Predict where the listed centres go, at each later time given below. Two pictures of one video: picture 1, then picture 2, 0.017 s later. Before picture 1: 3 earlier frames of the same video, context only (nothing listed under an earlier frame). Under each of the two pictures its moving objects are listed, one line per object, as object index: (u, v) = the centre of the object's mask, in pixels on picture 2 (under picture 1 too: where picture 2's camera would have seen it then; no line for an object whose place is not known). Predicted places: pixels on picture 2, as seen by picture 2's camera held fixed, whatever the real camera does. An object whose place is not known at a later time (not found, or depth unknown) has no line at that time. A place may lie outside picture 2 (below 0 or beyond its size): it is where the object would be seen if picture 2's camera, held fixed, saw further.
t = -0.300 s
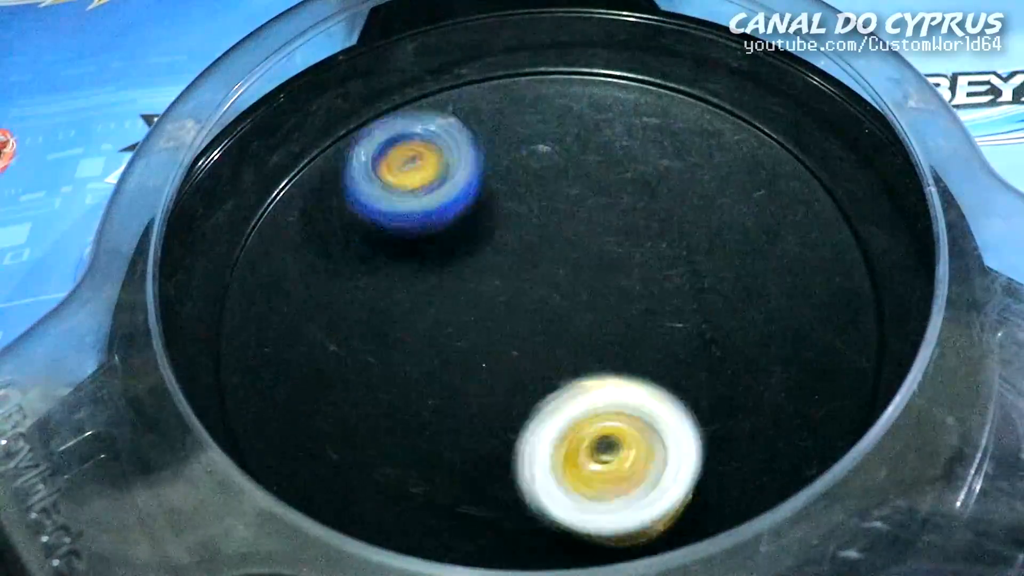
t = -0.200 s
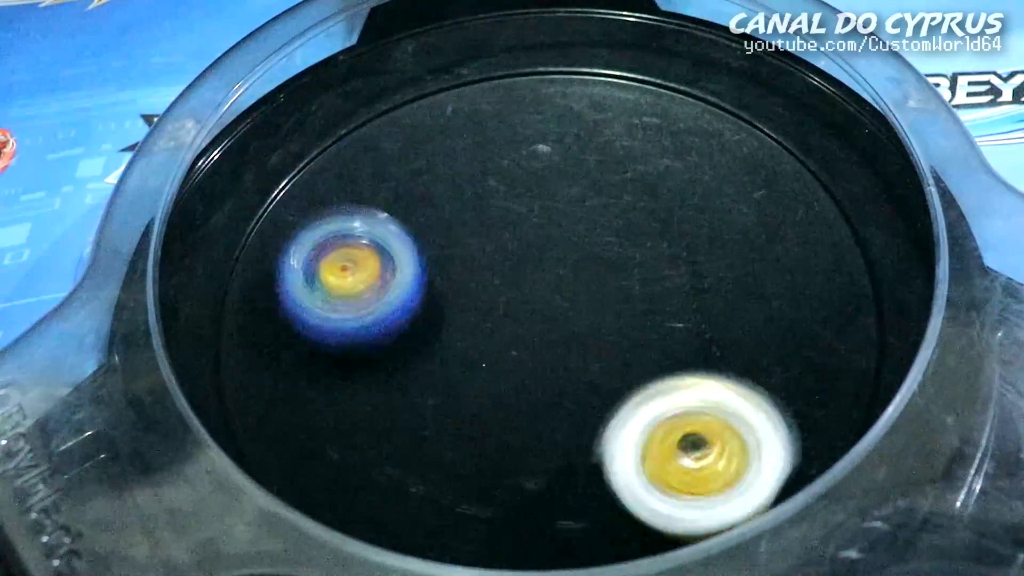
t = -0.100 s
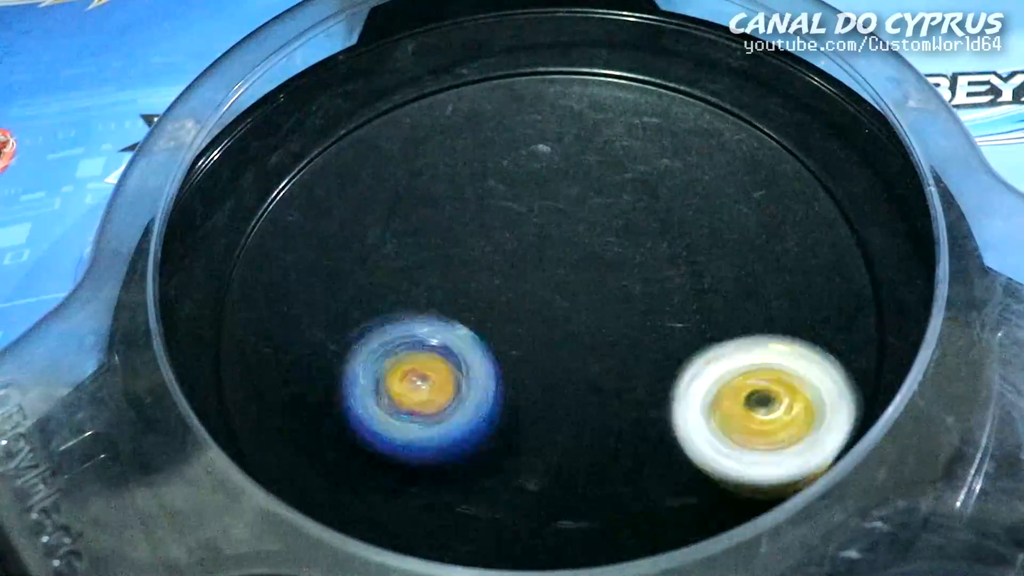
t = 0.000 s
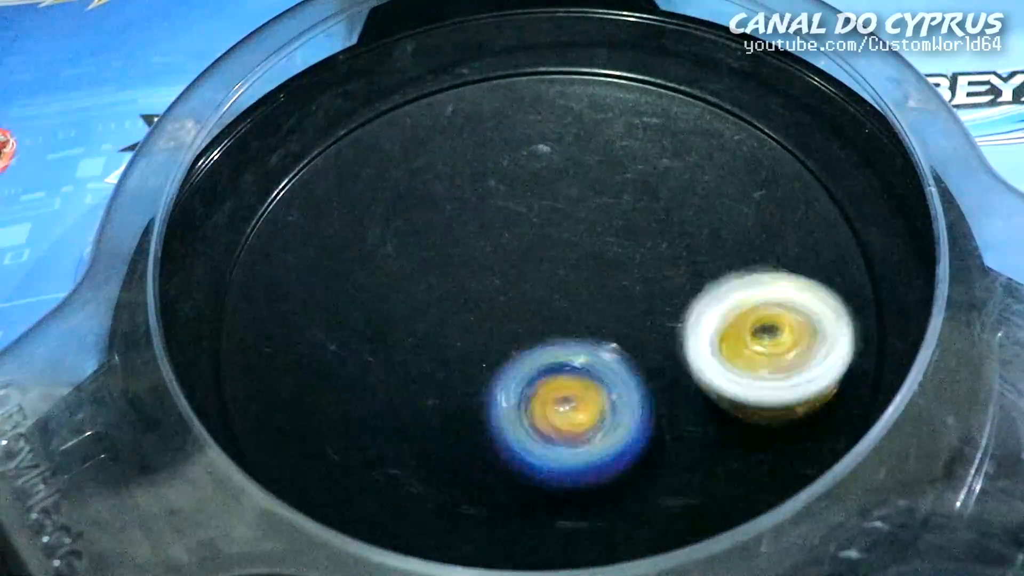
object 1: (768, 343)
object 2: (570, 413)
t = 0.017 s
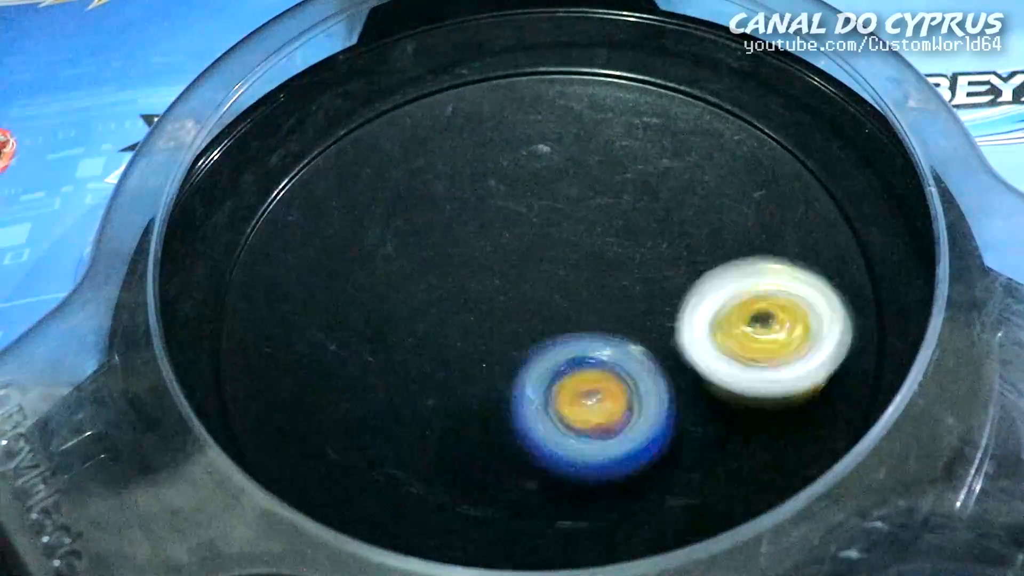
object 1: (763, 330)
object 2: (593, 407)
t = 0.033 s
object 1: (759, 320)
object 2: (613, 399)
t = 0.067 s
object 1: (773, 285)
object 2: (623, 383)
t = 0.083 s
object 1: (778, 266)
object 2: (629, 376)
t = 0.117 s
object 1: (784, 233)
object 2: (643, 353)
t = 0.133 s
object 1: (781, 219)
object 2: (649, 339)
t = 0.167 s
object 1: (770, 196)
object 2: (654, 312)
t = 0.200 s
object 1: (755, 175)
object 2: (648, 284)
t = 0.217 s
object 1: (746, 166)
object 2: (640, 270)
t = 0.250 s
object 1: (724, 150)
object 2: (615, 249)
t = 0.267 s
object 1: (713, 143)
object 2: (601, 241)
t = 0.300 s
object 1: (689, 132)
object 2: (568, 230)
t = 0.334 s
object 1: (662, 124)
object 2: (532, 227)
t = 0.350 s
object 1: (648, 120)
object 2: (512, 230)
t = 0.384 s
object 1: (620, 117)
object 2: (479, 240)
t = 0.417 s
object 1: (590, 117)
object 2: (447, 257)
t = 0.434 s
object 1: (576, 118)
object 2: (435, 268)
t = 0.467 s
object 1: (547, 124)
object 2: (416, 295)
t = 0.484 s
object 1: (532, 127)
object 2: (411, 309)
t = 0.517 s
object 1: (505, 137)
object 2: (410, 341)
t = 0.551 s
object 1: (478, 150)
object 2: (421, 372)
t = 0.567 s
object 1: (465, 157)
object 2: (432, 386)
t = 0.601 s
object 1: (443, 175)
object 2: (463, 409)
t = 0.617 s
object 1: (433, 184)
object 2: (480, 419)
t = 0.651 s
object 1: (412, 204)
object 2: (522, 428)
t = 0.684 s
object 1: (397, 226)
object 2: (566, 424)
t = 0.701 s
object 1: (391, 238)
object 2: (585, 417)
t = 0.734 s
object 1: (378, 262)
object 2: (623, 399)
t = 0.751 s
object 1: (375, 274)
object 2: (638, 387)
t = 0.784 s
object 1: (372, 300)
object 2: (662, 359)
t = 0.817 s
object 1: (372, 325)
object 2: (675, 327)
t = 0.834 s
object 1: (375, 337)
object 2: (678, 310)
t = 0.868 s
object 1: (383, 362)
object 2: (675, 280)
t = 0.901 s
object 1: (396, 385)
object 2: (661, 251)
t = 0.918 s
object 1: (403, 396)
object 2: (651, 238)
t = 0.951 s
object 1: (423, 417)
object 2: (628, 217)
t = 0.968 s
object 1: (435, 425)
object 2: (613, 207)
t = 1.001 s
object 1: (459, 440)
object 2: (581, 194)
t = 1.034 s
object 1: (488, 452)
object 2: (548, 187)
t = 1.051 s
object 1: (505, 454)
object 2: (530, 186)
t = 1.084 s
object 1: (537, 458)
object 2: (497, 188)
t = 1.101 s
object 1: (553, 459)
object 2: (480, 193)
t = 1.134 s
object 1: (585, 453)
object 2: (449, 204)
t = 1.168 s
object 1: (619, 443)
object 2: (422, 222)
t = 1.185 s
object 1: (633, 437)
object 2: (411, 233)
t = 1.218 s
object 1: (657, 422)
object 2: (392, 258)
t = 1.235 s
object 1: (668, 412)
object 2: (386, 273)
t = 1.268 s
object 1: (689, 390)
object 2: (382, 303)
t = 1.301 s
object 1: (705, 368)
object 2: (389, 333)
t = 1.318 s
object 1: (709, 356)
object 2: (396, 348)
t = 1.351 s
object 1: (713, 332)
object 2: (419, 375)
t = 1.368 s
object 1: (715, 319)
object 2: (433, 387)
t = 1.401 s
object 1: (715, 292)
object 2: (471, 404)
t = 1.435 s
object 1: (707, 270)
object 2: (511, 412)
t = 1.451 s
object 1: (700, 259)
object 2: (533, 412)
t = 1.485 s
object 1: (685, 239)
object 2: (575, 405)
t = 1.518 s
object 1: (669, 220)
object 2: (613, 390)
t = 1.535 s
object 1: (659, 213)
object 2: (630, 379)
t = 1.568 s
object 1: (637, 200)
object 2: (657, 355)
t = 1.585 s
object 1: (626, 193)
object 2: (667, 342)
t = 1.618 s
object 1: (603, 182)
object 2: (683, 311)
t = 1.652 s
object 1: (580, 175)
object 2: (688, 282)
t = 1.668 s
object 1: (566, 172)
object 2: (687, 266)
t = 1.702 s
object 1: (539, 169)
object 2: (677, 238)
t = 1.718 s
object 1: (526, 168)
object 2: (669, 226)
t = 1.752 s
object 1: (502, 168)
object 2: (648, 202)
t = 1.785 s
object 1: (475, 172)
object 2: (627, 185)
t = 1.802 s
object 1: (456, 175)
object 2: (619, 179)
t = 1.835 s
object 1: (421, 180)
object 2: (595, 170)
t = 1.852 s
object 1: (408, 184)
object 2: (582, 165)
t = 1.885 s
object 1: (384, 192)
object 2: (549, 164)
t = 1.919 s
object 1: (361, 204)
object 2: (520, 170)
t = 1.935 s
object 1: (349, 210)
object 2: (505, 176)
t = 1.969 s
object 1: (329, 224)
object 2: (480, 195)
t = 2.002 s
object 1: (312, 239)
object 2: (461, 217)
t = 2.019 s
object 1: (305, 249)
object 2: (453, 230)
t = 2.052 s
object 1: (294, 268)
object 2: (446, 261)
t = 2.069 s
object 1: (291, 279)
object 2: (445, 276)
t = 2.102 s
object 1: (288, 301)
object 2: (453, 306)
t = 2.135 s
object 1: (292, 322)
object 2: (470, 333)
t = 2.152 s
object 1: (297, 333)
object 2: (482, 346)
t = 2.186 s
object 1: (309, 355)
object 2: (511, 366)
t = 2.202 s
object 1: (318, 366)
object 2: (528, 373)
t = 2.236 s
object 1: (343, 382)
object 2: (566, 381)
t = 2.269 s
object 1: (373, 397)
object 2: (604, 383)
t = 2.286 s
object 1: (388, 403)
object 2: (624, 380)
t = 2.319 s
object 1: (421, 413)
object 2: (660, 369)
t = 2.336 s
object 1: (438, 414)
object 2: (677, 361)
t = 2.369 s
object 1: (473, 415)
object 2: (703, 341)
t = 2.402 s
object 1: (508, 411)
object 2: (723, 315)
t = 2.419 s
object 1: (526, 407)
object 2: (729, 301)
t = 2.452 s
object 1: (559, 400)
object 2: (732, 274)
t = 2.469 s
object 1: (574, 395)
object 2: (729, 261)
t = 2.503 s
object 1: (603, 383)
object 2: (717, 234)
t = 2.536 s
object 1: (628, 367)
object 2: (696, 213)
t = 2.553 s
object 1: (641, 359)
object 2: (683, 205)
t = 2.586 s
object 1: (664, 340)
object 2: (651, 192)
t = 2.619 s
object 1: (684, 320)
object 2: (617, 187)
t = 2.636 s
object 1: (692, 309)
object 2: (599, 186)
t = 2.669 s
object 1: (708, 289)
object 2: (564, 192)
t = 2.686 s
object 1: (714, 279)
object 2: (546, 197)
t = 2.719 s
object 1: (721, 258)
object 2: (515, 212)
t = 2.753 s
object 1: (724, 237)
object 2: (486, 233)
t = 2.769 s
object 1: (725, 226)
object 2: (476, 245)
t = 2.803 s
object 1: (723, 207)
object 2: (457, 272)
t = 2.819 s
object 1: (720, 197)
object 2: (451, 286)
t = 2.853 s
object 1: (713, 179)
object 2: (445, 316)
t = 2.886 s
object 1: (702, 163)
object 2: (447, 347)
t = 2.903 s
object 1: (695, 156)
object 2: (451, 362)
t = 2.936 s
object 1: (680, 144)
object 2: (465, 390)
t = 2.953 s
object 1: (670, 140)
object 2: (475, 402)
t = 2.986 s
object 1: (649, 134)
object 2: (502, 423)
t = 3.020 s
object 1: (624, 132)
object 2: (535, 437)
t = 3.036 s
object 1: (611, 133)
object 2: (554, 442)
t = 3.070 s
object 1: (586, 137)
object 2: (592, 442)
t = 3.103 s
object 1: (560, 145)
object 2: (631, 433)
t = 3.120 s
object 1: (549, 150)
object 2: (648, 427)
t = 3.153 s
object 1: (527, 163)
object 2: (680, 407)
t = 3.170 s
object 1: (516, 171)
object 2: (691, 395)
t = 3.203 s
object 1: (498, 189)
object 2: (709, 368)
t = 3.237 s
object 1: (482, 208)
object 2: (716, 339)
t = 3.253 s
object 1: (475, 218)
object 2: (716, 323)
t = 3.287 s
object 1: (463, 239)
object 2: (708, 295)
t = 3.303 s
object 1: (458, 249)
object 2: (699, 281)
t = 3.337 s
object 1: (450, 271)
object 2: (678, 259)
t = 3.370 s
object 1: (446, 293)
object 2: (650, 240)
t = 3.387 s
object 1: (445, 305)
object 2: (636, 234)
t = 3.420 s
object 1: (445, 327)
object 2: (605, 223)
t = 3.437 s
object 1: (446, 338)
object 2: (587, 220)
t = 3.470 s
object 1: (449, 361)
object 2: (554, 216)
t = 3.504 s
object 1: (457, 381)
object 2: (519, 217)
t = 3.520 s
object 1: (462, 390)
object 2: (503, 221)
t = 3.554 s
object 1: (475, 409)
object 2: (472, 231)
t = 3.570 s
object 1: (483, 418)
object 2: (458, 238)
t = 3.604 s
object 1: (501, 432)
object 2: (430, 254)
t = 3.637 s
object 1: (522, 443)
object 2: (408, 274)
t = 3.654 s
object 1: (534, 448)
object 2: (399, 286)
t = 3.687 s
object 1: (559, 453)
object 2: (388, 310)
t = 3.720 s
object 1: (584, 454)
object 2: (383, 338)
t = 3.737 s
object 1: (597, 453)
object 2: (385, 351)
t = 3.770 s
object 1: (622, 445)
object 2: (394, 378)
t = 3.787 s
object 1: (634, 439)
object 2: (402, 390)
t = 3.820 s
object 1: (653, 425)
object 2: (425, 413)
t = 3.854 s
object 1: (668, 406)
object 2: (456, 427)
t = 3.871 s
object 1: (672, 395)
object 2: (474, 433)
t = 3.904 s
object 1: (678, 373)
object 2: (511, 435)
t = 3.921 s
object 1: (680, 362)
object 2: (531, 433)
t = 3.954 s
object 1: (696, 332)
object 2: (553, 427)
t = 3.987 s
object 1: (717, 299)
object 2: (573, 414)
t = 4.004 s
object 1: (724, 284)
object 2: (584, 405)
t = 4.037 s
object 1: (729, 259)
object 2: (599, 382)
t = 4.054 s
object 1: (728, 247)
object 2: (604, 367)
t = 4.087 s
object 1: (724, 225)
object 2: (607, 342)
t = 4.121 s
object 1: (717, 206)
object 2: (602, 317)
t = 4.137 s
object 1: (712, 198)
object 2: (598, 304)
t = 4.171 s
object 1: (702, 180)
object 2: (582, 282)
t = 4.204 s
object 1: (690, 165)
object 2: (561, 263)
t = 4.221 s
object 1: (683, 157)
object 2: (550, 255)
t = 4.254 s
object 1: (668, 144)
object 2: (525, 243)
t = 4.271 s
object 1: (660, 139)
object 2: (511, 238)
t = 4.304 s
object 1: (642, 128)
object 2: (484, 234)
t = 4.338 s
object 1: (623, 120)
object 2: (457, 234)
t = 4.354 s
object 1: (613, 118)
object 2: (443, 236)
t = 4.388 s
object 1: (591, 115)
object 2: (417, 244)
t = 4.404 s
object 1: (580, 116)
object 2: (406, 250)
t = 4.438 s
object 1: (556, 119)
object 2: (388, 266)
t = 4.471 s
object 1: (533, 125)
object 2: (377, 287)
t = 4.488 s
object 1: (522, 130)
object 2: (374, 298)
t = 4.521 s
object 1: (501, 142)
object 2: (381, 320)
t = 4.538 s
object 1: (492, 148)
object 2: (386, 331)
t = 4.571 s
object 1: (474, 164)
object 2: (406, 349)
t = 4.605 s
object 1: (459, 182)
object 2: (434, 363)
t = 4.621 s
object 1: (453, 192)
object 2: (449, 367)
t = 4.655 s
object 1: (443, 212)
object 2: (482, 369)
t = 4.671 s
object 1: (439, 223)
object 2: (499, 368)
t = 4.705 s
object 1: (433, 244)
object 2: (530, 359)
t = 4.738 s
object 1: (430, 265)
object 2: (559, 345)
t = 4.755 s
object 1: (430, 276)
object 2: (572, 336)
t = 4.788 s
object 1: (422, 292)
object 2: (600, 318)
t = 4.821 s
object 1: (419, 308)
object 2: (620, 297)
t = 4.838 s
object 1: (419, 317)
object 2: (628, 287)
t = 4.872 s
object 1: (418, 336)
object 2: (639, 264)
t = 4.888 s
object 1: (418, 345)
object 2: (642, 252)
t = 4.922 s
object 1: (423, 363)
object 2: (643, 231)
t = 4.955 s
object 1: (430, 380)
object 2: (638, 209)
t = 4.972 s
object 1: (437, 387)
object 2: (632, 199)
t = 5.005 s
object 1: (451, 402)
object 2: (620, 181)
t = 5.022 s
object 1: (458, 409)
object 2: (610, 174)
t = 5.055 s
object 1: (477, 420)
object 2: (590, 163)
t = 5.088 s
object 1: (499, 426)
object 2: (564, 158)
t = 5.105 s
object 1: (511, 428)
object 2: (552, 158)
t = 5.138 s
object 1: (535, 429)
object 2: (524, 163)
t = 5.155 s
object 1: (548, 427)
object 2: (513, 168)
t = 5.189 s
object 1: (572, 420)
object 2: (491, 184)
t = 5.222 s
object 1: (594, 410)
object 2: (474, 204)
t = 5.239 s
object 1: (602, 403)
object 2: (468, 215)
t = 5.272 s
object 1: (620, 386)
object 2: (463, 241)
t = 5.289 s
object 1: (628, 377)
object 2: (462, 253)
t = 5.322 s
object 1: (639, 358)
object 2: (467, 279)
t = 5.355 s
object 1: (644, 338)
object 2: (478, 302)
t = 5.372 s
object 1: (645, 328)
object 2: (485, 314)
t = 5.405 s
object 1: (665, 310)
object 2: (489, 327)
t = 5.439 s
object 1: (705, 293)
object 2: (473, 339)
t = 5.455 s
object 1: (721, 284)
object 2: (468, 346)
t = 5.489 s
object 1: (742, 268)
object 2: (460, 362)
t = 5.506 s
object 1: (748, 259)
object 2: (459, 371)
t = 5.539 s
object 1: (758, 243)
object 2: (462, 389)
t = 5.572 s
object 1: (763, 227)
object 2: (475, 403)
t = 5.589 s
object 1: (765, 221)
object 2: (483, 407)
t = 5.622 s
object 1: (767, 206)
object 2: (504, 409)
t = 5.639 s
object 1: (768, 198)
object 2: (515, 408)
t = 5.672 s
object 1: (765, 184)
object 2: (535, 400)
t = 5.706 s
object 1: (758, 171)
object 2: (551, 386)
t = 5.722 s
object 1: (752, 166)
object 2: (556, 378)
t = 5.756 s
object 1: (737, 158)
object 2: (563, 358)
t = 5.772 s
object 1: (727, 156)
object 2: (565, 348)
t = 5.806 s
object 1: (705, 155)
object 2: (562, 327)
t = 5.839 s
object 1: (680, 159)
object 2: (554, 308)
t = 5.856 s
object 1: (669, 162)
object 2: (547, 298)
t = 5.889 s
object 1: (647, 170)
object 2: (532, 283)
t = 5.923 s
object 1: (625, 180)
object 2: (514, 272)
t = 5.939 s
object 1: (620, 183)
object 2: (499, 270)
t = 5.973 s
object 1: (611, 186)
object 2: (469, 270)
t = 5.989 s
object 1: (607, 190)
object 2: (455, 271)
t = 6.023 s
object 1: (597, 199)
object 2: (430, 276)
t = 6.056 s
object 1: (589, 211)
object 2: (408, 286)
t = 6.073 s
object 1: (584, 218)
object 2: (399, 292)
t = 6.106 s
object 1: (576, 233)
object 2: (386, 307)
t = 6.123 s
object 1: (572, 242)
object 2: (382, 317)
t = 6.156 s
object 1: (567, 260)
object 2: (382, 336)
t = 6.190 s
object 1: (565, 277)
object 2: (393, 353)
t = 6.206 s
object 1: (565, 284)
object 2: (401, 361)
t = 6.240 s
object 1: (567, 300)
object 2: (418, 372)
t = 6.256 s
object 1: (575, 306)
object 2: (421, 379)
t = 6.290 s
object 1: (586, 320)
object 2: (421, 389)
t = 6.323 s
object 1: (600, 330)
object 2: (428, 396)
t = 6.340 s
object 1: (606, 335)
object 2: (432, 399)
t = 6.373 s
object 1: (617, 345)
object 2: (447, 403)
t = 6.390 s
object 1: (623, 350)
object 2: (457, 402)
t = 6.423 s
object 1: (644, 360)
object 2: (472, 397)
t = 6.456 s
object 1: (683, 357)
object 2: (470, 383)
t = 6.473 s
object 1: (699, 359)
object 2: (468, 375)
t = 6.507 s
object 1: (739, 356)
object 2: (464, 358)
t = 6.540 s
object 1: (760, 351)
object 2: (456, 342)
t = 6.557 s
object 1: (771, 348)
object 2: (451, 334)
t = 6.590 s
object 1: (789, 338)
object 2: (439, 319)
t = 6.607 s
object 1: (794, 334)
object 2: (434, 313)
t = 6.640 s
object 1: (807, 325)
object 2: (421, 300)
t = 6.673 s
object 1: (816, 312)
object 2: (408, 290)
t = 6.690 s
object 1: (820, 306)
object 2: (401, 286)
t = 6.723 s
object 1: (822, 294)
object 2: (388, 281)
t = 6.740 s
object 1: (820, 287)
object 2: (382, 279)
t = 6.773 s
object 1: (812, 277)
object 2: (378, 279)
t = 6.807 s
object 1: (798, 268)
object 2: (378, 281)
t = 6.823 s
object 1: (790, 264)
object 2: (379, 281)
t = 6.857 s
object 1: (767, 260)
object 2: (382, 282)
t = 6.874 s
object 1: (758, 257)
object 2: (387, 283)
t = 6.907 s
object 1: (734, 254)
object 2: (398, 283)
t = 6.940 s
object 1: (711, 253)
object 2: (411, 282)
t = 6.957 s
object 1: (700, 252)
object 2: (420, 280)
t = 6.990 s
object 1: (673, 253)
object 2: (438, 274)
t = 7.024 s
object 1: (654, 253)
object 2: (455, 265)
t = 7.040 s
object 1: (642, 253)
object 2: (462, 260)
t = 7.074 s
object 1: (623, 254)
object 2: (474, 248)
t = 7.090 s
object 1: (624, 253)
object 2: (471, 240)
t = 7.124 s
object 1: (630, 257)
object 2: (463, 228)
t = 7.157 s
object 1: (625, 261)
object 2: (456, 216)
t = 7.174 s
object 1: (625, 262)
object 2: (452, 212)
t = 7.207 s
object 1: (617, 266)
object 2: (444, 205)
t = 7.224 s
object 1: (615, 268)
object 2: (441, 203)
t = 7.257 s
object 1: (604, 274)
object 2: (435, 203)
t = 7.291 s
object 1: (594, 279)
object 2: (432, 206)
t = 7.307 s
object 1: (591, 282)
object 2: (432, 207)
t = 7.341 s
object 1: (581, 290)
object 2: (436, 211)
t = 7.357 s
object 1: (579, 293)
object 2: (438, 214)
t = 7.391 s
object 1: (569, 302)
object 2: (444, 219)
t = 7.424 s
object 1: (562, 310)
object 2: (455, 225)
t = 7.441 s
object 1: (559, 322)
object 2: (458, 225)
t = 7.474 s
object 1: (574, 346)
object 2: (465, 219)
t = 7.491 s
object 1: (581, 362)
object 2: (469, 217)
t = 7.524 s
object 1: (595, 386)
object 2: (478, 212)
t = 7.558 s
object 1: (601, 407)
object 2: (487, 208)
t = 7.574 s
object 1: (606, 412)
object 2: (491, 206)
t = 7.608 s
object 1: (610, 423)
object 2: (501, 203)
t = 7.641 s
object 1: (617, 431)
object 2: (510, 200)
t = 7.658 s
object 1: (620, 436)
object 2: (516, 200)
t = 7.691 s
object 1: (624, 446)
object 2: (525, 198)
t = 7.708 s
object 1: (628, 450)
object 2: (531, 198)
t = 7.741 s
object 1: (631, 459)
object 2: (542, 197)
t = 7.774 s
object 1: (634, 464)
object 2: (548, 197)
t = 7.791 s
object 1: (634, 466)
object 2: (553, 197)
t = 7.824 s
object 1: (637, 466)
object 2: (559, 198)
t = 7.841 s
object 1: (636, 465)
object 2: (563, 199)
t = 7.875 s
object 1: (631, 459)
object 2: (573, 202)
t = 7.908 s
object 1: (627, 452)
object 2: (585, 206)
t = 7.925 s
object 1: (623, 446)
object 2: (592, 209)
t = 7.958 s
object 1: (615, 434)
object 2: (602, 212)
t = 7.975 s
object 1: (610, 428)
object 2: (607, 214)
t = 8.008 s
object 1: (599, 416)
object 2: (619, 218)
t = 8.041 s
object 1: (590, 403)
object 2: (629, 220)
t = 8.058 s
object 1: (584, 396)
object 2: (634, 222)
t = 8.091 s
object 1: (577, 383)
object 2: (640, 226)
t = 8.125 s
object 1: (568, 369)
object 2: (645, 231)
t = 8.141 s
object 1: (566, 363)
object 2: (649, 233)
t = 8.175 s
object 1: (559, 350)
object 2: (650, 239)
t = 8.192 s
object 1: (555, 344)
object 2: (654, 241)
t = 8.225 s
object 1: (540, 339)
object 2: (668, 238)
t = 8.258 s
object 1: (529, 330)
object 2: (684, 229)
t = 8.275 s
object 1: (526, 324)
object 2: (687, 224)
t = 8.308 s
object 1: (522, 312)
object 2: (697, 216)
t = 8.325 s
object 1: (521, 305)
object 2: (697, 212)
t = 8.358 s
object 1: (522, 292)
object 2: (700, 206)
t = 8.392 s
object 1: (522, 282)
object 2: (699, 201)
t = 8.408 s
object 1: (523, 274)
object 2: (695, 199)
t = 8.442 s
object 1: (526, 263)
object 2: (688, 199)
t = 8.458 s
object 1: (527, 257)
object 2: (681, 200)
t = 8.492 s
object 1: (529, 246)
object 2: (671, 205)
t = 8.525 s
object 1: (490, 230)
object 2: (705, 225)
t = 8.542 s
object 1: (469, 211)
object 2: (722, 232)
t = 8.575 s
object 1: (436, 195)
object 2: (745, 248)
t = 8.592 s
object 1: (422, 184)
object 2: (752, 252)
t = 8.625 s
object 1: (399, 172)
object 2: (762, 259)
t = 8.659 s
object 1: (381, 163)
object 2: (768, 266)
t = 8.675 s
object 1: (380, 161)
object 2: (771, 269)
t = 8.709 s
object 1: (380, 157)
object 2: (776, 281)
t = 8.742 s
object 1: (389, 158)
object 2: (776, 292)
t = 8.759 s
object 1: (390, 160)
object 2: (776, 298)
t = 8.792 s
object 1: (395, 165)
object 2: (768, 310)
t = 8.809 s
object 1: (397, 166)
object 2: (766, 316)
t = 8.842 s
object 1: (405, 175)
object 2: (757, 327)
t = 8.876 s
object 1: (411, 185)
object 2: (744, 338)
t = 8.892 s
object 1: (415, 188)
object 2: (738, 341)
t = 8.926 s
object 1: (419, 200)
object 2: (723, 348)
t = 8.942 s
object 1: (424, 205)
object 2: (714, 351)
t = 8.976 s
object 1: (433, 216)
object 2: (698, 356)
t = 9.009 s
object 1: (443, 232)
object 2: (678, 358)
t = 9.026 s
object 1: (449, 242)
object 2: (667, 360)
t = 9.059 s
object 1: (461, 258)
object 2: (643, 361)
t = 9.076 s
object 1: (465, 270)
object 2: (628, 364)
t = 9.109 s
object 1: (477, 291)
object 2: (601, 366)
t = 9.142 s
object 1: (478, 296)
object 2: (579, 384)
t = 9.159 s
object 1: (475, 297)
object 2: (570, 399)
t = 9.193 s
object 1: (477, 300)
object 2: (546, 424)
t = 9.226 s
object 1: (477, 303)
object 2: (522, 448)
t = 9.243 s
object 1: (477, 306)
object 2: (509, 458)
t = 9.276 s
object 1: (476, 310)
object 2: (488, 477)
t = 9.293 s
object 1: (472, 314)
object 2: (483, 483)
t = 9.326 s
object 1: (468, 319)
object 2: (477, 494)
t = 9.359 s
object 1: (461, 323)
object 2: (473, 500)
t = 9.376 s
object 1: (455, 326)
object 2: (475, 501)
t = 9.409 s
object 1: (450, 329)
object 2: (476, 502)
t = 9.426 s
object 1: (447, 330)
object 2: (478, 503)
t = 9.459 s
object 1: (442, 333)
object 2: (485, 500)
